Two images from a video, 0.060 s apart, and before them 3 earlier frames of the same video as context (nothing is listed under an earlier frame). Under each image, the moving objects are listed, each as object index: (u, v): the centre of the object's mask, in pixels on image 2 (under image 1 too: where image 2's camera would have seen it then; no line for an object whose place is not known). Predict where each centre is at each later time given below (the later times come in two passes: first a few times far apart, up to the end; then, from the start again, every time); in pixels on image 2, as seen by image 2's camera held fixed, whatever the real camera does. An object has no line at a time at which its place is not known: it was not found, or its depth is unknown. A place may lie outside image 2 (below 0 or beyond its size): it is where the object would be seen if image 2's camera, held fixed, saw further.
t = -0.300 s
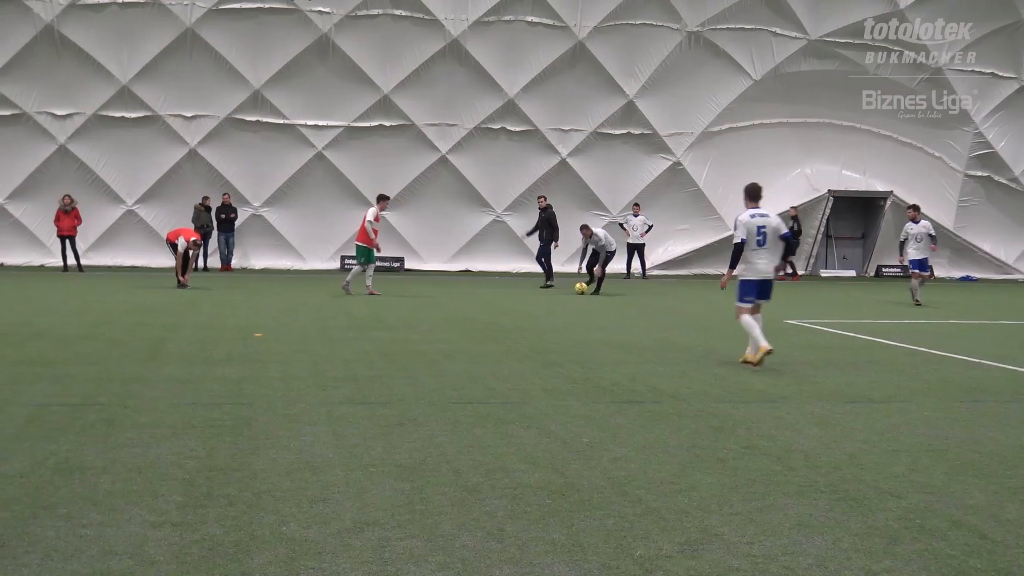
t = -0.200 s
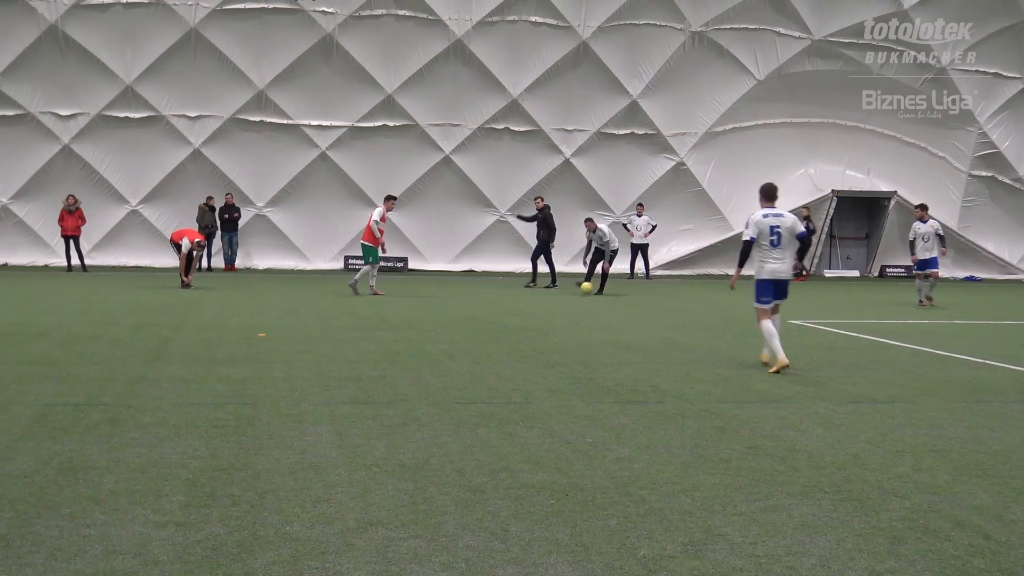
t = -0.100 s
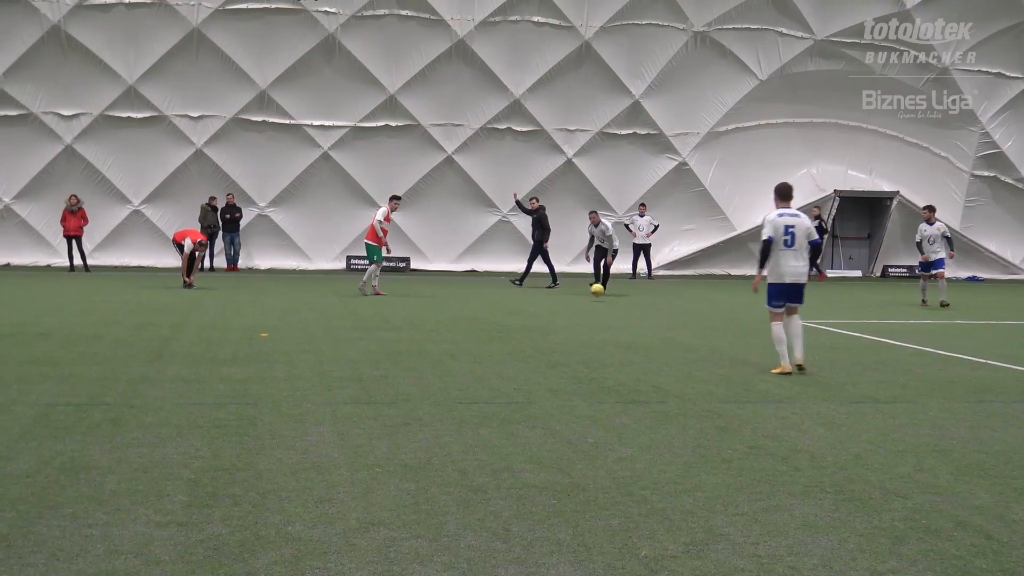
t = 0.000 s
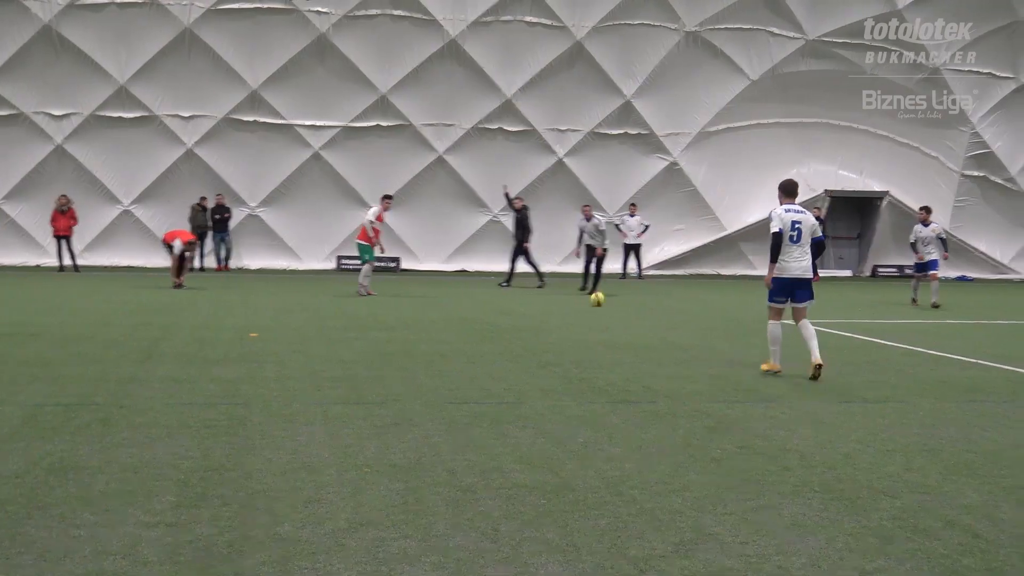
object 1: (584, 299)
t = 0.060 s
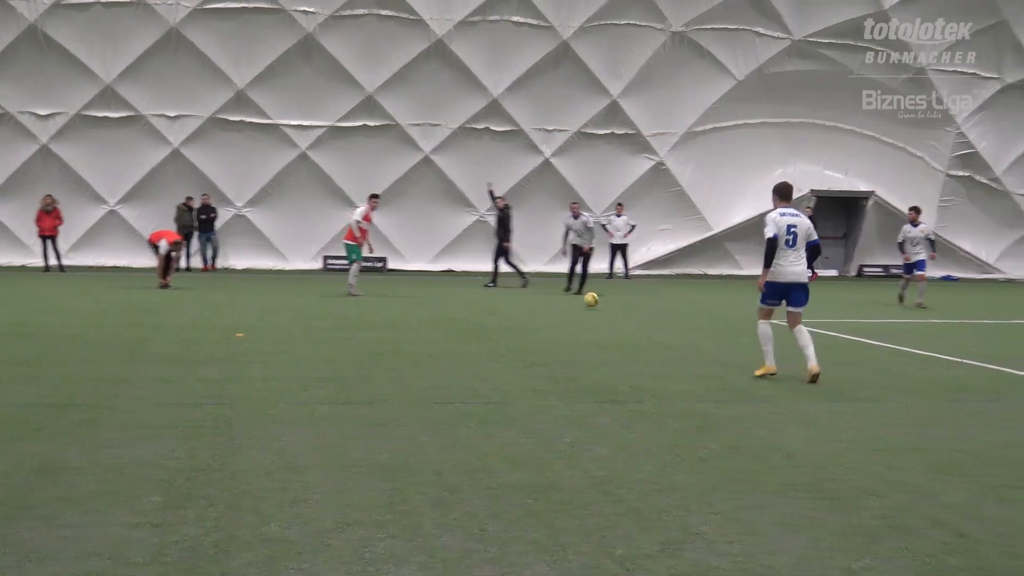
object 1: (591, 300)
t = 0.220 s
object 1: (612, 310)
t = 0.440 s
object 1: (647, 320)
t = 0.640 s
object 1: (683, 335)
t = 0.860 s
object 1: (730, 348)
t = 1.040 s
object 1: (777, 362)
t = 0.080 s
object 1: (594, 300)
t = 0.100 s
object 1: (596, 301)
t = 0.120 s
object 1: (598, 302)
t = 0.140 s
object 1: (601, 304)
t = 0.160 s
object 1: (604, 305)
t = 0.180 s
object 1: (607, 308)
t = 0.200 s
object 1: (609, 309)
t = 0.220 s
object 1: (612, 310)
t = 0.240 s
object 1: (615, 309)
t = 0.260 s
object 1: (619, 310)
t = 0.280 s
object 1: (621, 310)
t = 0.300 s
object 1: (624, 311)
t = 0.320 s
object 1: (627, 313)
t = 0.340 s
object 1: (631, 314)
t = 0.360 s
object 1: (634, 316)
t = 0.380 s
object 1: (637, 319)
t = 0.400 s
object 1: (641, 321)
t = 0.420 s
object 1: (644, 321)
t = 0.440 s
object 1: (647, 320)
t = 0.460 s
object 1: (650, 320)
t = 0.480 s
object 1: (654, 320)
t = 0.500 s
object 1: (657, 321)
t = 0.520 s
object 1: (661, 322)
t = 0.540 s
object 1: (664, 323)
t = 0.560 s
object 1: (668, 325)
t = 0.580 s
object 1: (671, 328)
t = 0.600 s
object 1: (675, 330)
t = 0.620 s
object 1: (679, 334)
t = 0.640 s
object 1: (683, 335)
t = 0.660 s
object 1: (687, 335)
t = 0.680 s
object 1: (691, 335)
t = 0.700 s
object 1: (695, 335)
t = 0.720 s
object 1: (699, 336)
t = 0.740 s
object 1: (703, 337)
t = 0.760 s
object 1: (707, 339)
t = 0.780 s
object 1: (711, 342)
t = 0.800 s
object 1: (716, 344)
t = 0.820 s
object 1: (721, 347)
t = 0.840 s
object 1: (725, 347)
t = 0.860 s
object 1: (730, 348)
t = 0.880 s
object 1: (734, 349)
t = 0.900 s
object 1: (739, 349)
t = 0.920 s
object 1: (745, 351)
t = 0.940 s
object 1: (749, 353)
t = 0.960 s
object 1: (755, 355)
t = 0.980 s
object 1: (760, 357)
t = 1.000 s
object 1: (765, 358)
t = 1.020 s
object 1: (771, 360)
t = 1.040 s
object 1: (777, 362)
